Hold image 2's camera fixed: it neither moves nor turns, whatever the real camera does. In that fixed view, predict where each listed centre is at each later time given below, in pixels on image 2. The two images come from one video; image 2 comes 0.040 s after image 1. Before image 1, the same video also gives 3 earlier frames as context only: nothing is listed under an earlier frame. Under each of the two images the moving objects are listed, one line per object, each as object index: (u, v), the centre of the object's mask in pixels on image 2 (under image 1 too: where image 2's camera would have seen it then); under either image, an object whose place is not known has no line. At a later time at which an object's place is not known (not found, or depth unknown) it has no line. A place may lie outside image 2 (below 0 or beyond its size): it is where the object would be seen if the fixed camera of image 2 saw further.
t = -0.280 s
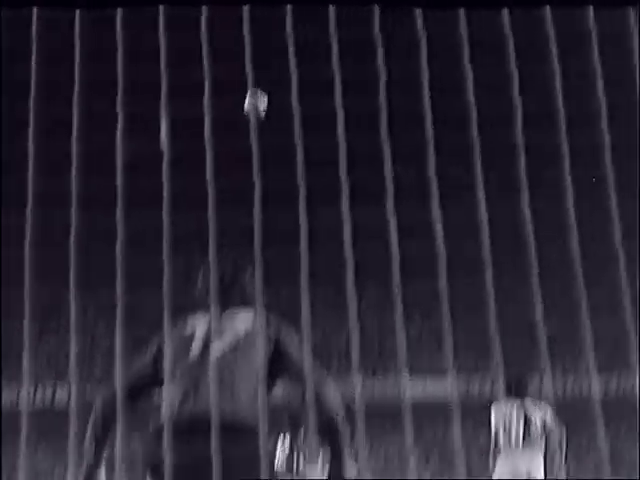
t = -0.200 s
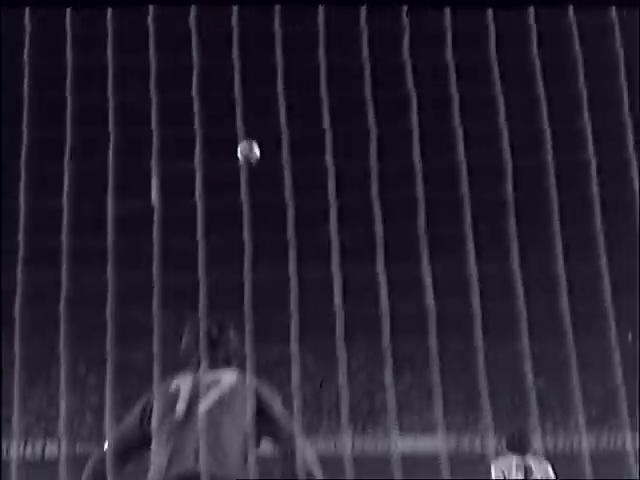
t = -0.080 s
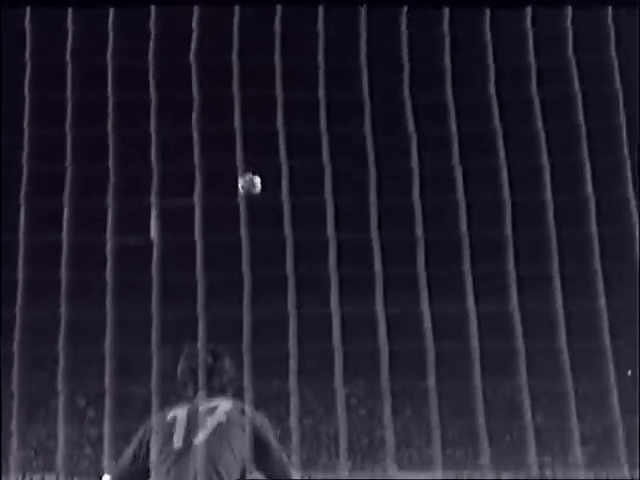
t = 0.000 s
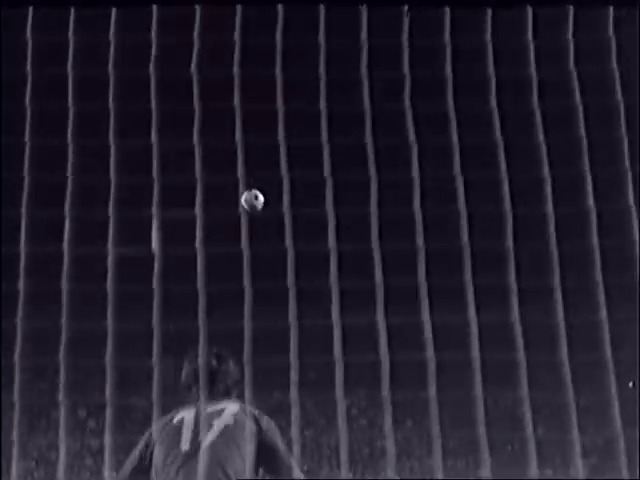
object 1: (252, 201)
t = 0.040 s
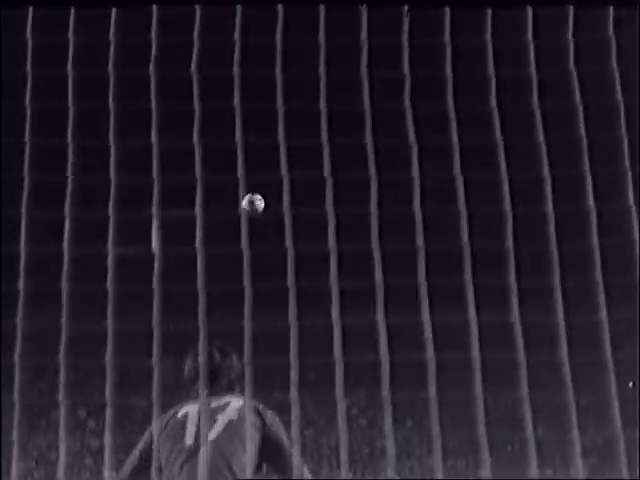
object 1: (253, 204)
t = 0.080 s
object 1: (253, 209)
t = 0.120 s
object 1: (254, 216)
